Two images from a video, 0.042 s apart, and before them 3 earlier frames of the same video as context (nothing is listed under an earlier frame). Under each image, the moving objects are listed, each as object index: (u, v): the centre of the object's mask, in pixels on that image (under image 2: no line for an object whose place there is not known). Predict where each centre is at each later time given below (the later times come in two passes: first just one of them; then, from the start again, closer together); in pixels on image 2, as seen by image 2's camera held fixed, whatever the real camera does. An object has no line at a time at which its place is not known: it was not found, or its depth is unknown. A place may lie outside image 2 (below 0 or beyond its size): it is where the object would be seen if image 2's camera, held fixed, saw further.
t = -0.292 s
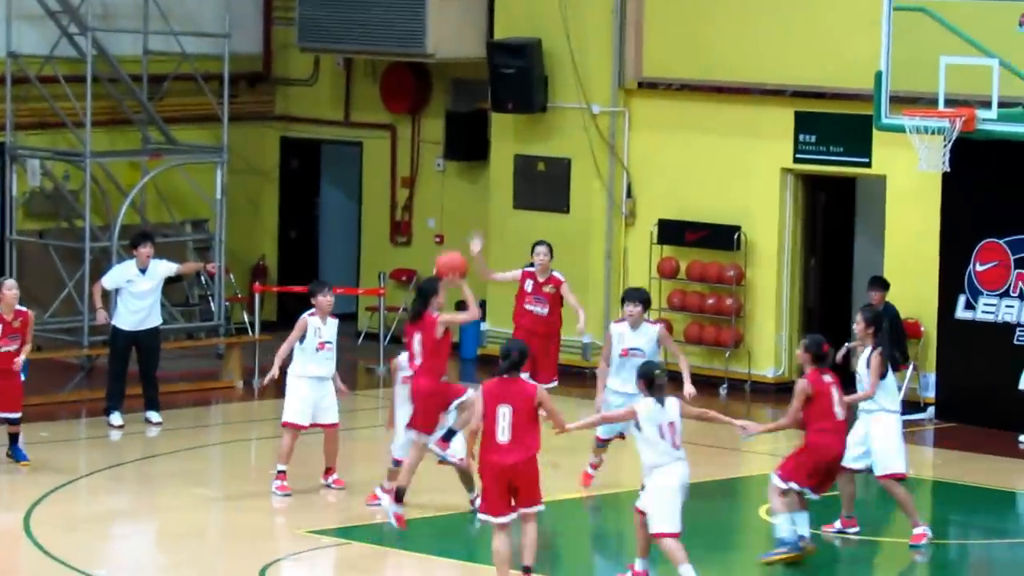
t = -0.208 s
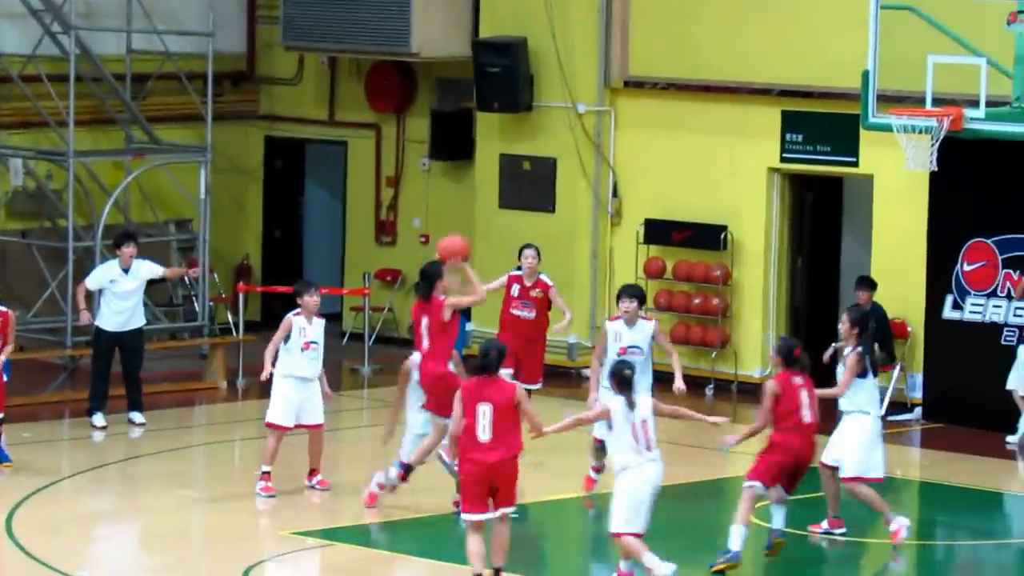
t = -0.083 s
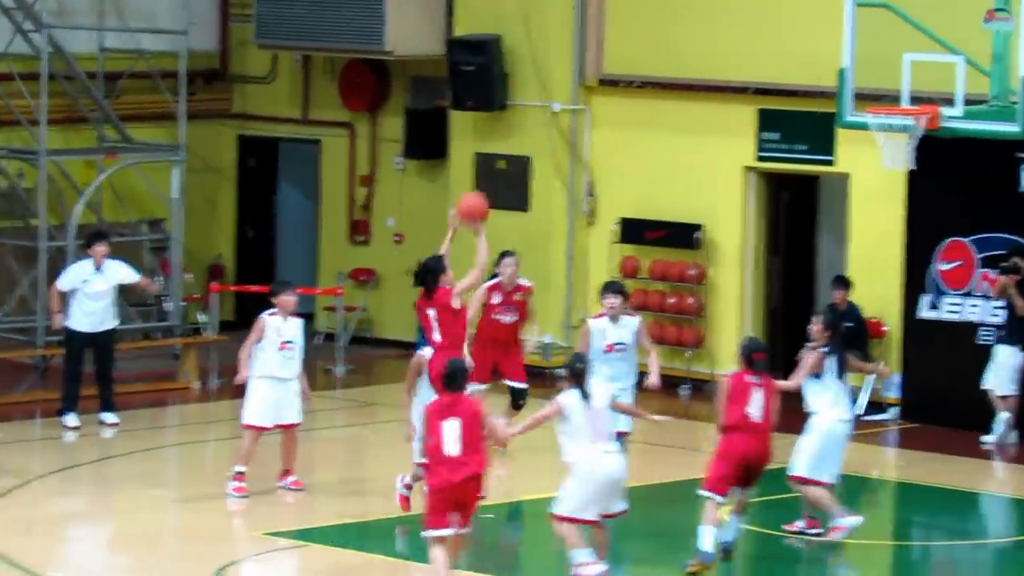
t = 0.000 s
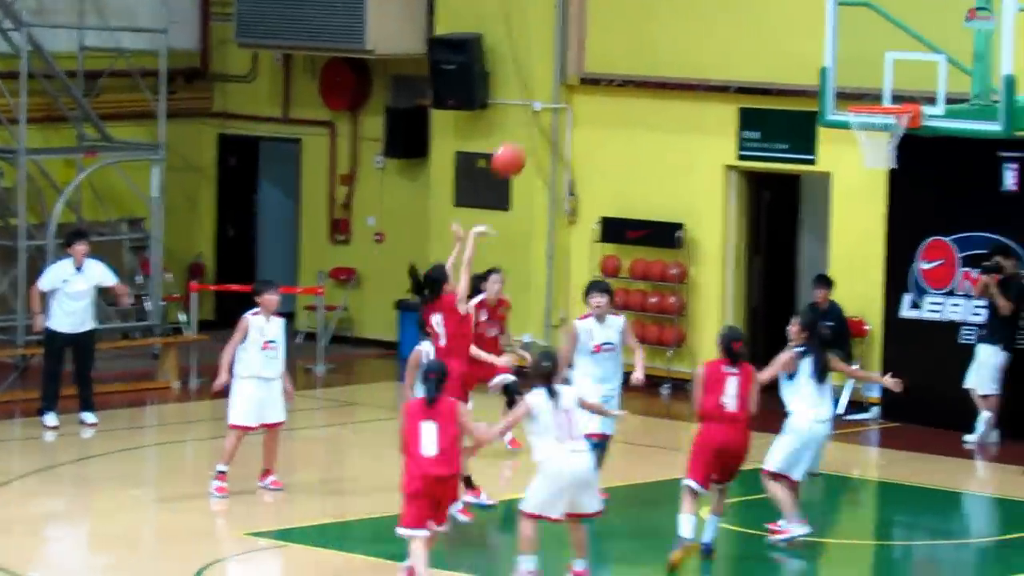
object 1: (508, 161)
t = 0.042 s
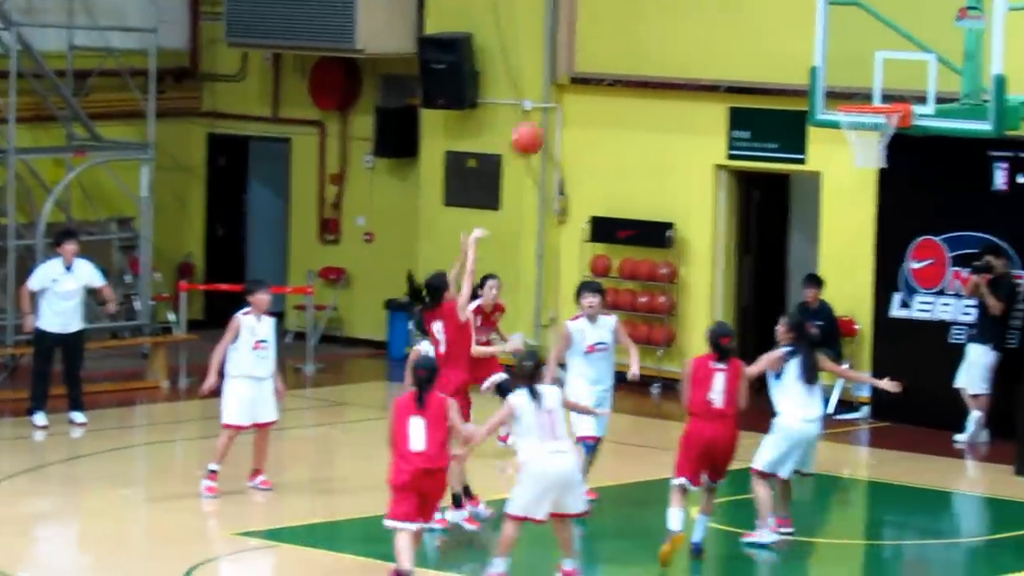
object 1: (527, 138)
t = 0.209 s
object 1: (635, 82)
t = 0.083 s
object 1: (554, 121)
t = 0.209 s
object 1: (635, 82)
